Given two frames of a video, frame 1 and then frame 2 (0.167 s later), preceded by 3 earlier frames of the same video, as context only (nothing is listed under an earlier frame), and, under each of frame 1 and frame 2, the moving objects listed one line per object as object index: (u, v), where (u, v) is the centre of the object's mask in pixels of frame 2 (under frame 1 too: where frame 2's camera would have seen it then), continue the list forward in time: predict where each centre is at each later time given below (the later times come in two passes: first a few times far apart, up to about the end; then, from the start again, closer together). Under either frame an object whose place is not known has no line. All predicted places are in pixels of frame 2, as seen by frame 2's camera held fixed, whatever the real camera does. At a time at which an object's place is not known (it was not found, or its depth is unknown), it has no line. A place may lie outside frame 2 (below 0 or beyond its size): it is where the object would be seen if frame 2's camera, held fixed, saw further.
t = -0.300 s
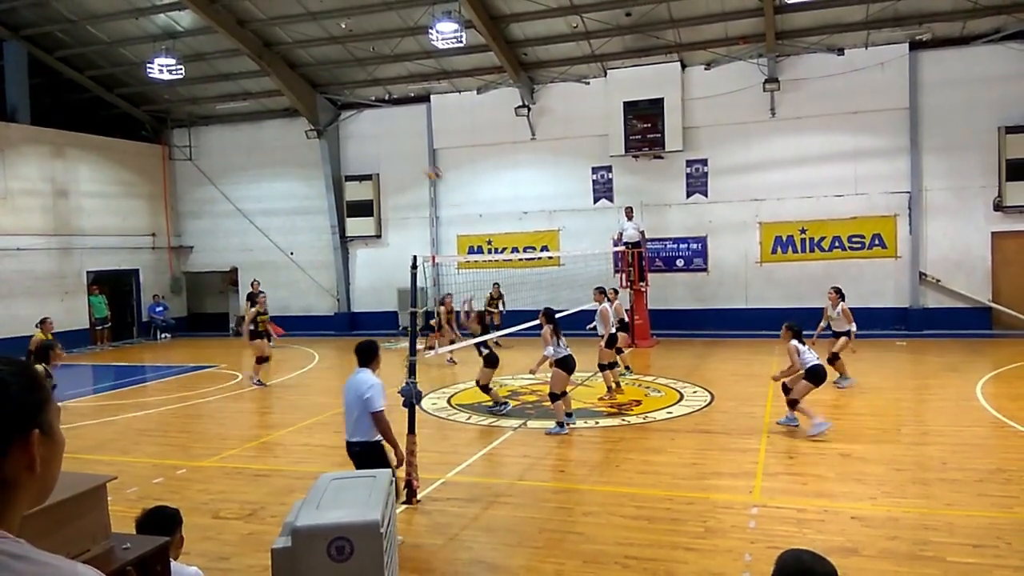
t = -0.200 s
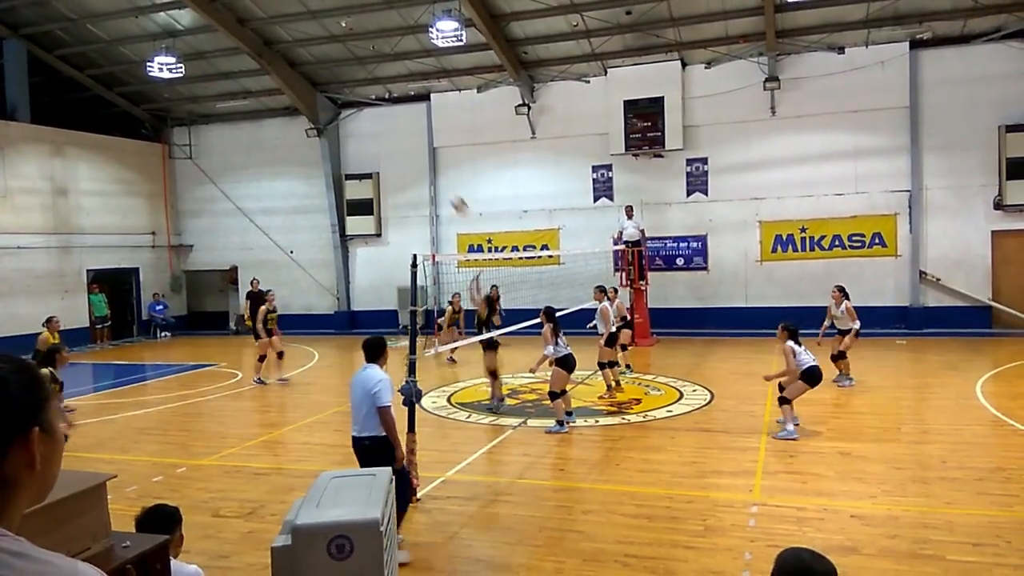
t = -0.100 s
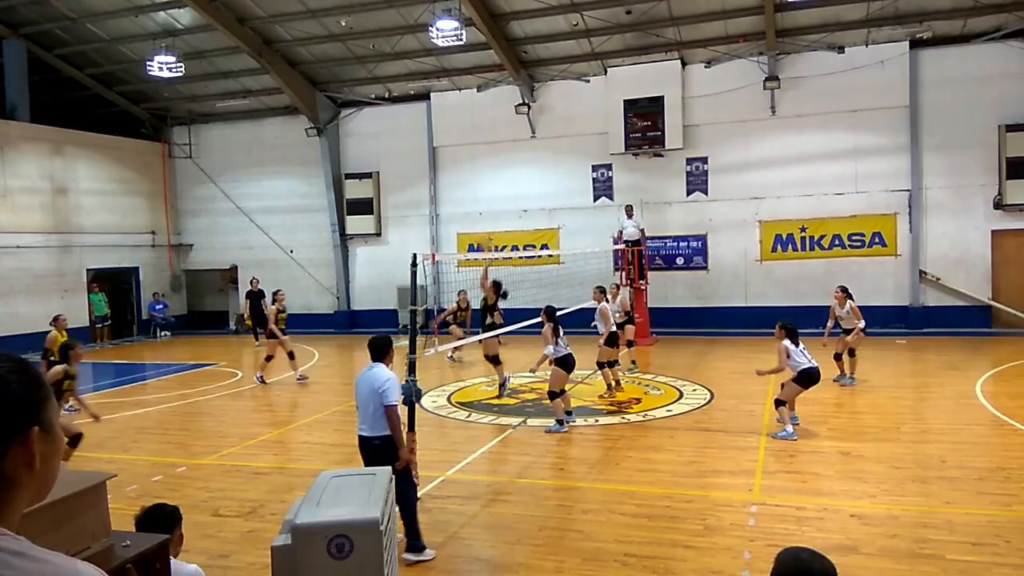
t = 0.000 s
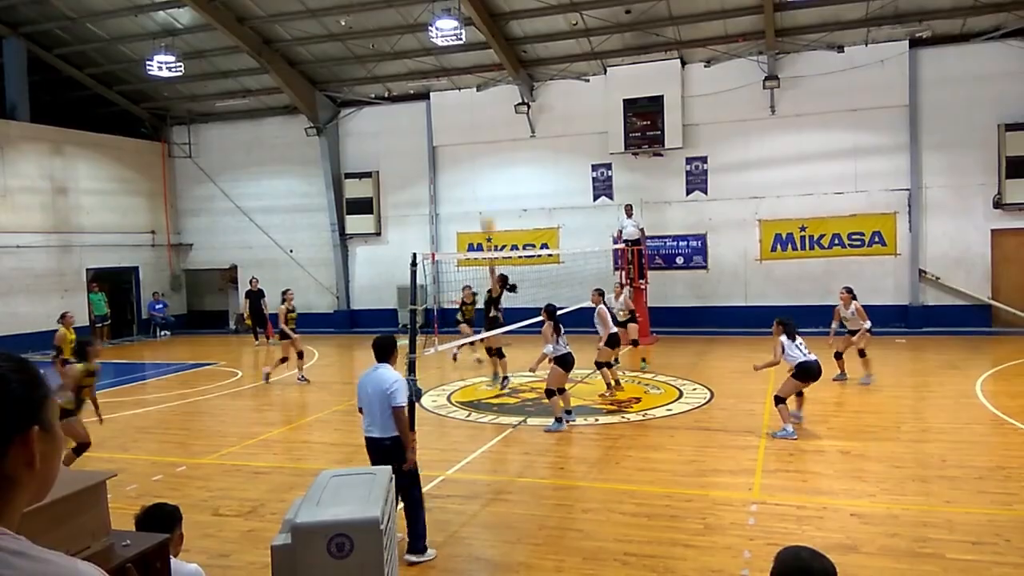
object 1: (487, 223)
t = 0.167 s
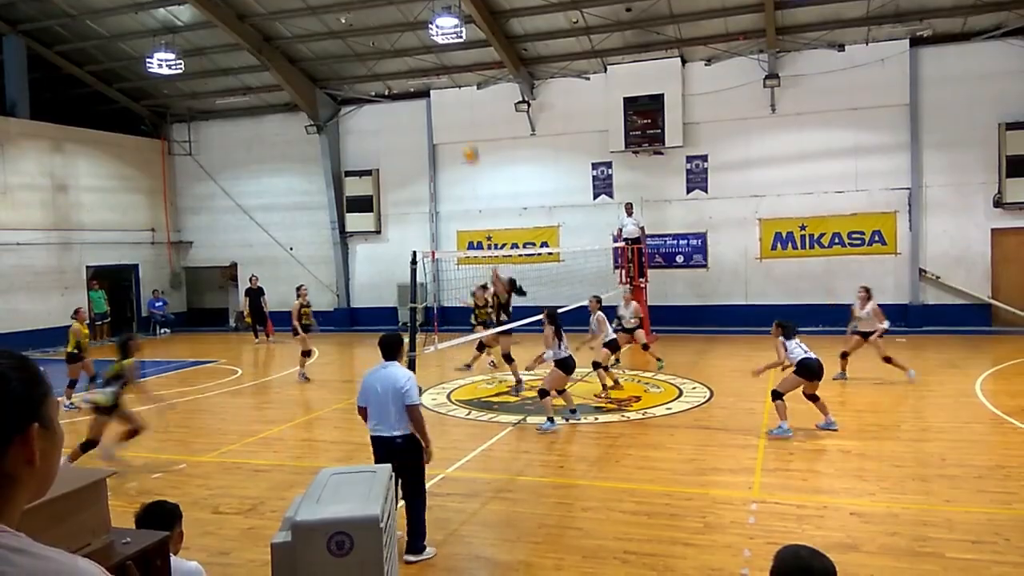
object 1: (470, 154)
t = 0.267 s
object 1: (461, 121)
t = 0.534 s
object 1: (434, 68)
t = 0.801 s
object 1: (408, 69)
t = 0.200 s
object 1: (468, 143)
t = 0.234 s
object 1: (465, 132)
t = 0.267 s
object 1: (461, 121)
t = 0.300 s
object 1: (457, 112)
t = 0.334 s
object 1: (454, 103)
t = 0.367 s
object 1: (451, 95)
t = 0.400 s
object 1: (447, 89)
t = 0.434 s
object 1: (442, 82)
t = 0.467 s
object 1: (440, 77)
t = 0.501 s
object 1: (436, 72)
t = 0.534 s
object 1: (434, 68)
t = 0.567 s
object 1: (431, 65)
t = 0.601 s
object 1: (428, 63)
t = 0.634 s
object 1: (426, 61)
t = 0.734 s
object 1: (415, 62)
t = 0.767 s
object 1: (411, 65)
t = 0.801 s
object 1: (408, 69)
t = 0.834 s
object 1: (405, 73)
